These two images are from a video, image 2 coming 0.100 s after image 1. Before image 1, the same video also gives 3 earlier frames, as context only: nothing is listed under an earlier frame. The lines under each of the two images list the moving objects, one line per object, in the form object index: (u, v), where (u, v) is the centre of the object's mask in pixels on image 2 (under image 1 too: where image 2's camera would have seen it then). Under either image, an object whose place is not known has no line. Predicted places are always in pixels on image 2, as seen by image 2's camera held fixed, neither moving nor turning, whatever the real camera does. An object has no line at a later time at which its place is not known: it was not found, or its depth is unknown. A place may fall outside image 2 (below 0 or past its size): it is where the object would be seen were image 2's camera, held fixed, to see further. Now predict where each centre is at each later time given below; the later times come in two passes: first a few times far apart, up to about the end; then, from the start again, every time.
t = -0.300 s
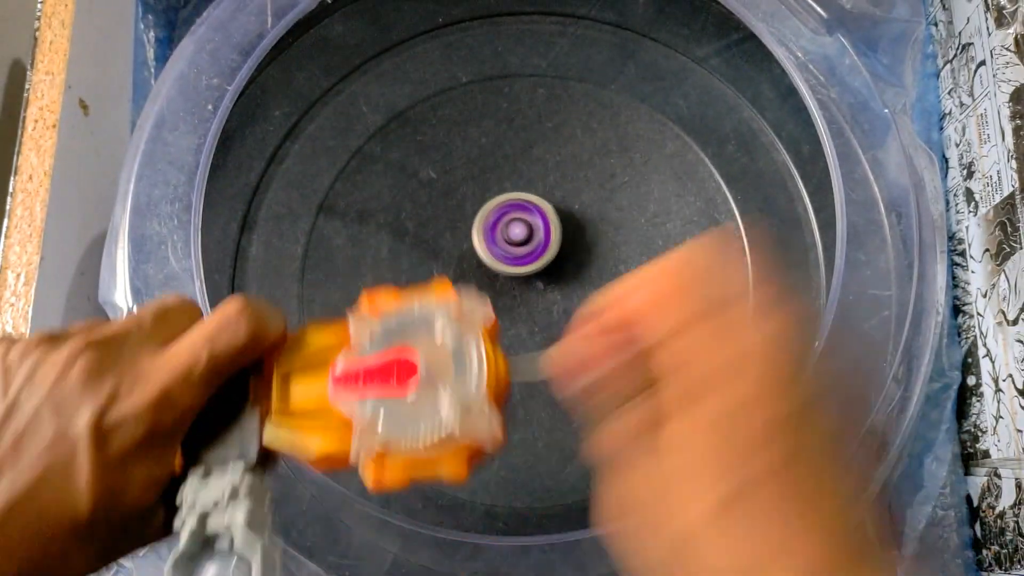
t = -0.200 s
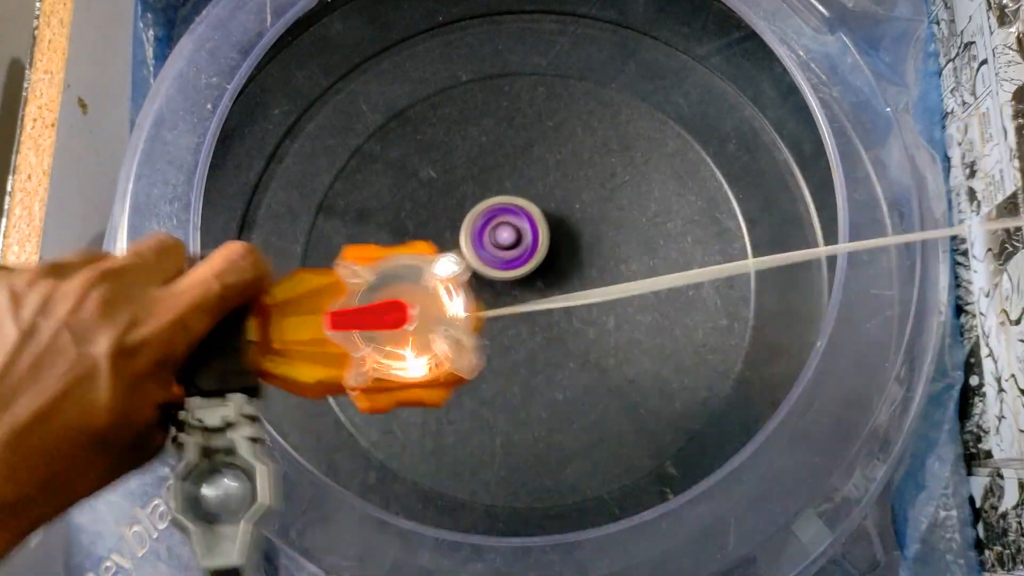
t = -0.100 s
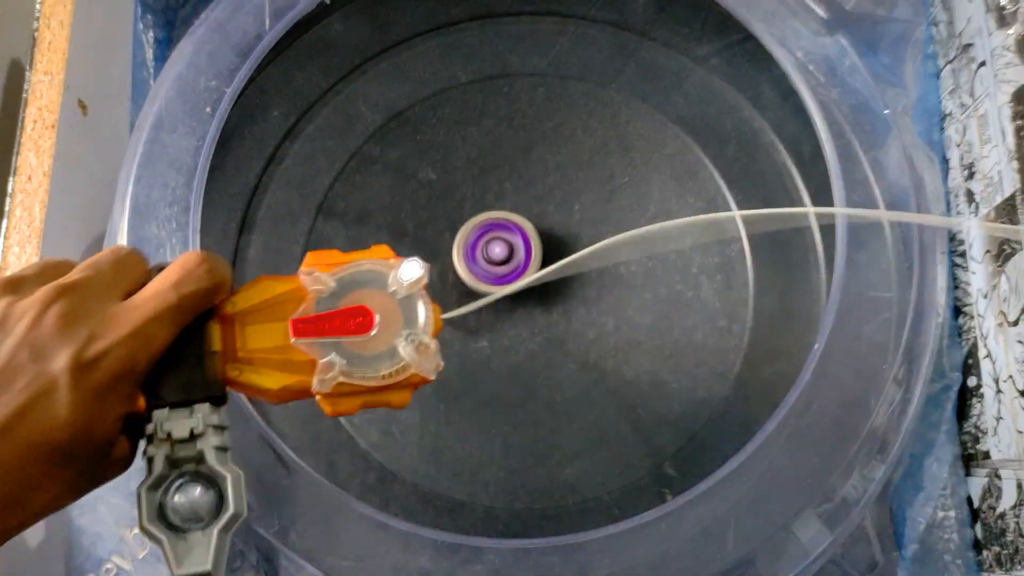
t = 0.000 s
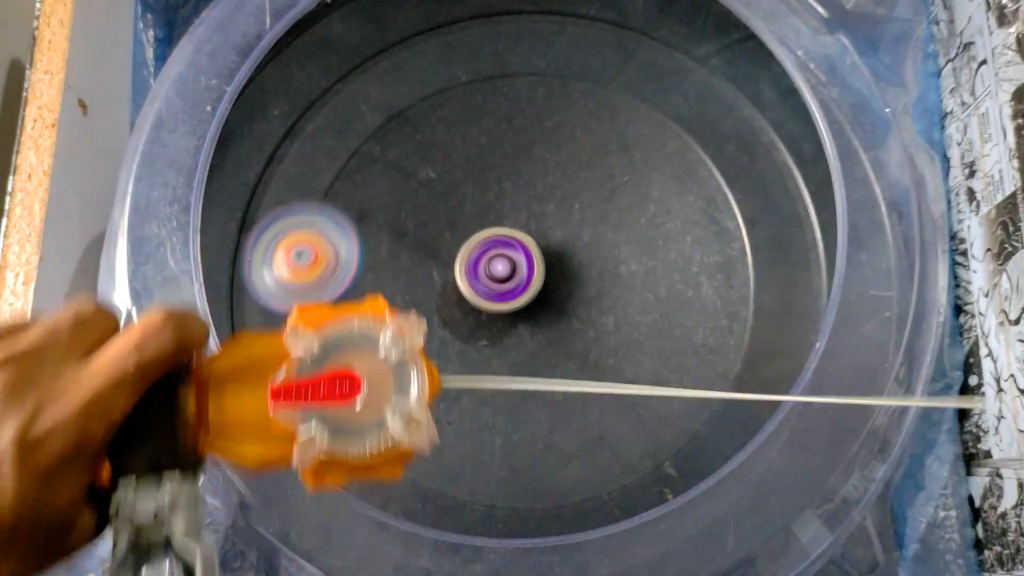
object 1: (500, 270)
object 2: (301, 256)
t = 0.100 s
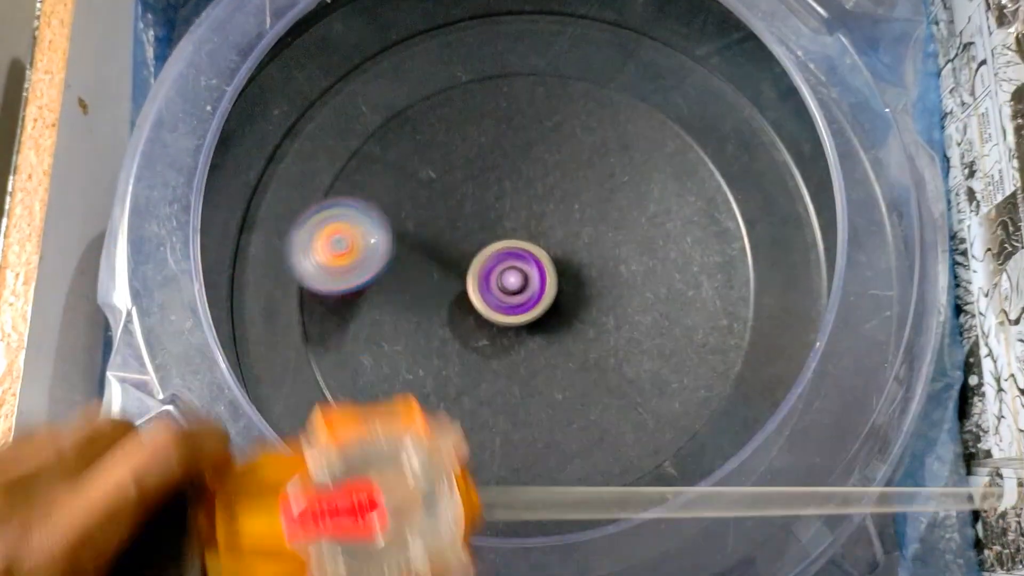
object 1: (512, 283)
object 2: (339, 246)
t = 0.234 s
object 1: (534, 280)
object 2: (426, 229)
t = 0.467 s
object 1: (594, 294)
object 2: (512, 170)
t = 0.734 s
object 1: (573, 252)
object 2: (469, 197)
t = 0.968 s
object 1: (532, 270)
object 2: (368, 215)
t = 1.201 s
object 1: (513, 282)
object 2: (345, 261)
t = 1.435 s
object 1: (637, 331)
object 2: (371, 207)
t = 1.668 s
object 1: (726, 233)
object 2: (417, 181)
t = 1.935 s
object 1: (616, 151)
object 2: (545, 264)
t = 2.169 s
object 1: (466, 215)
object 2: (600, 294)
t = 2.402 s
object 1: (469, 376)
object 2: (559, 264)
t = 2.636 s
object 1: (581, 405)
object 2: (520, 264)
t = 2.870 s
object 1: (623, 328)
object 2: (528, 306)
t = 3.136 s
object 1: (551, 236)
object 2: (473, 300)
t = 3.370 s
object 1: (486, 200)
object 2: (442, 386)
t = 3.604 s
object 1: (431, 262)
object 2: (522, 388)
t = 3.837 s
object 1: (449, 311)
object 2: (570, 313)
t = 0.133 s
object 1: (517, 284)
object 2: (356, 233)
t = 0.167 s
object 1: (522, 285)
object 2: (375, 224)
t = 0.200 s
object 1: (528, 284)
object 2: (400, 224)
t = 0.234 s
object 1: (534, 280)
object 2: (426, 229)
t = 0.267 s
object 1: (540, 276)
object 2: (454, 230)
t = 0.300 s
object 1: (549, 276)
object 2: (475, 226)
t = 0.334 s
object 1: (562, 279)
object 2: (490, 218)
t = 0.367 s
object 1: (573, 281)
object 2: (504, 213)
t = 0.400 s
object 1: (584, 289)
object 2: (507, 194)
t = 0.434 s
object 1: (591, 294)
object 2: (510, 180)
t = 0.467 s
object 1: (594, 294)
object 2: (512, 170)
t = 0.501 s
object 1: (595, 288)
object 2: (513, 163)
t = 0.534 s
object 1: (595, 278)
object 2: (512, 161)
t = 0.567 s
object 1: (592, 267)
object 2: (510, 163)
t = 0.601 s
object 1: (587, 256)
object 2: (507, 170)
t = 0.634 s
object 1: (581, 249)
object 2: (503, 179)
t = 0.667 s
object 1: (575, 243)
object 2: (498, 189)
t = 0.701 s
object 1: (572, 243)
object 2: (489, 197)
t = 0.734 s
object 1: (573, 252)
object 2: (469, 197)
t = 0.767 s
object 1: (570, 260)
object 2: (450, 197)
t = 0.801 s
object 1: (562, 266)
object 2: (433, 201)
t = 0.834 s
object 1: (554, 268)
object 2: (419, 203)
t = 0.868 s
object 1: (546, 269)
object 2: (405, 206)
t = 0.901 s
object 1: (540, 269)
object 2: (392, 209)
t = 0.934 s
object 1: (535, 270)
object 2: (379, 212)
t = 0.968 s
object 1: (532, 270)
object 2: (368, 215)
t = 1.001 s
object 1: (528, 271)
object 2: (358, 219)
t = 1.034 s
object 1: (525, 272)
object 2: (348, 224)
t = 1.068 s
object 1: (522, 274)
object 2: (341, 230)
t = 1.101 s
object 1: (519, 275)
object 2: (336, 237)
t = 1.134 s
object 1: (517, 277)
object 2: (335, 245)
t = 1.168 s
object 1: (515, 279)
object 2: (338, 253)
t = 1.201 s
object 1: (513, 282)
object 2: (345, 261)
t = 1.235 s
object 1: (511, 284)
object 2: (357, 268)
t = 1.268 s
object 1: (509, 287)
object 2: (373, 273)
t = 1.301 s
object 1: (508, 289)
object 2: (394, 275)
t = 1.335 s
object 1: (509, 292)
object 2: (416, 274)
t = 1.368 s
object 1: (546, 306)
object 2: (407, 255)
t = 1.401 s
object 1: (596, 322)
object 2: (385, 229)
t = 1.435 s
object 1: (637, 331)
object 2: (371, 207)
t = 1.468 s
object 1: (671, 333)
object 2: (363, 189)
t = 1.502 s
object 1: (696, 329)
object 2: (361, 175)
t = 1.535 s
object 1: (713, 319)
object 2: (363, 166)
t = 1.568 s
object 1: (723, 302)
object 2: (369, 161)
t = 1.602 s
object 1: (731, 267)
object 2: (389, 163)
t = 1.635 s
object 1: (730, 250)
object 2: (403, 171)
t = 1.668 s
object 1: (726, 233)
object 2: (417, 181)
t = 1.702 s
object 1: (720, 217)
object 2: (431, 195)
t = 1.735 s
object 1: (712, 202)
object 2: (445, 207)
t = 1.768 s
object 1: (701, 190)
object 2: (461, 219)
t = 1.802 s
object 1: (688, 178)
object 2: (478, 228)
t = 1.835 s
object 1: (674, 169)
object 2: (495, 239)
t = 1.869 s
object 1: (656, 160)
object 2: (511, 249)
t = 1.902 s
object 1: (637, 154)
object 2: (528, 258)
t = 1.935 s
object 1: (616, 151)
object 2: (545, 264)
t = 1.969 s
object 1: (594, 151)
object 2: (559, 272)
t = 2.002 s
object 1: (572, 153)
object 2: (572, 279)
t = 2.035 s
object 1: (550, 159)
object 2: (582, 287)
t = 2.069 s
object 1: (527, 168)
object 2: (590, 291)
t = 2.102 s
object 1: (504, 180)
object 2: (596, 294)
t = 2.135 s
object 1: (484, 196)
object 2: (599, 295)
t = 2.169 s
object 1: (466, 215)
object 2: (600, 294)
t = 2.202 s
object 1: (452, 238)
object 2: (599, 290)
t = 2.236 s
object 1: (443, 263)
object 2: (596, 288)
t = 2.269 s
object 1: (438, 288)
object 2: (590, 283)
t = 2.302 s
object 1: (440, 314)
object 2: (583, 277)
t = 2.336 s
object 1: (446, 339)
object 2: (575, 273)
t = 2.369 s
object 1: (455, 359)
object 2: (567, 268)
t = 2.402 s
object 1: (469, 376)
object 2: (559, 264)
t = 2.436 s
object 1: (484, 390)
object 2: (553, 261)
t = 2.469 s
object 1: (502, 401)
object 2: (546, 258)
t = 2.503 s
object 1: (519, 408)
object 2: (541, 256)
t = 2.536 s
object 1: (536, 412)
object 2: (535, 256)
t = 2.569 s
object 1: (553, 412)
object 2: (529, 258)
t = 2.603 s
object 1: (568, 410)
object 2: (524, 261)
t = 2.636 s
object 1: (581, 405)
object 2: (520, 264)
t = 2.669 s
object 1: (594, 398)
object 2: (518, 270)
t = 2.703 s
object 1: (604, 390)
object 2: (518, 277)
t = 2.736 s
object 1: (612, 381)
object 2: (518, 284)
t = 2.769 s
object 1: (618, 369)
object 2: (521, 291)
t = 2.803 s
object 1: (622, 356)
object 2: (524, 298)
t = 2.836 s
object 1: (623, 342)
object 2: (528, 304)
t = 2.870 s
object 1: (623, 328)
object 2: (528, 306)
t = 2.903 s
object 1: (621, 313)
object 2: (525, 307)
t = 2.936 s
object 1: (621, 297)
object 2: (515, 307)
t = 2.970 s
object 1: (617, 281)
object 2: (503, 306)
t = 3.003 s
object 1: (608, 268)
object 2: (491, 304)
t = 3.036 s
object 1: (596, 256)
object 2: (483, 303)
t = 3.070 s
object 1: (581, 246)
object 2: (477, 301)
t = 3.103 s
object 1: (566, 240)
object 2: (474, 300)
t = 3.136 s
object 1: (551, 236)
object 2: (473, 300)
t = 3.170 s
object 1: (535, 234)
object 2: (474, 301)
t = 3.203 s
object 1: (529, 223)
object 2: (467, 310)
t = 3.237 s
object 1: (528, 208)
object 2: (453, 332)
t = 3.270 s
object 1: (523, 200)
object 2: (444, 348)
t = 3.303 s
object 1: (513, 197)
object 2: (438, 365)
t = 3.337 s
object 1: (500, 197)
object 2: (438, 377)
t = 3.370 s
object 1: (486, 200)
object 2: (442, 386)
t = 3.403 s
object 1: (472, 205)
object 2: (450, 394)
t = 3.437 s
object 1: (460, 211)
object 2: (461, 399)
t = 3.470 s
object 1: (450, 219)
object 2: (474, 401)
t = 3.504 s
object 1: (442, 229)
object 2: (487, 400)
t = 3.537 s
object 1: (437, 240)
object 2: (500, 398)
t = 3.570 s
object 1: (433, 252)
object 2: (511, 394)
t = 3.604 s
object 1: (431, 262)
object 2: (522, 388)
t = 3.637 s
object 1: (432, 273)
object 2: (531, 379)
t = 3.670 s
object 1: (433, 283)
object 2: (537, 368)
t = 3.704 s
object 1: (437, 293)
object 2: (541, 357)
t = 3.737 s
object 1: (443, 302)
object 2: (543, 344)
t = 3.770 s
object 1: (450, 310)
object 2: (542, 328)
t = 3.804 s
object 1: (451, 313)
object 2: (550, 319)
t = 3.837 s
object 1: (449, 311)
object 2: (570, 313)
